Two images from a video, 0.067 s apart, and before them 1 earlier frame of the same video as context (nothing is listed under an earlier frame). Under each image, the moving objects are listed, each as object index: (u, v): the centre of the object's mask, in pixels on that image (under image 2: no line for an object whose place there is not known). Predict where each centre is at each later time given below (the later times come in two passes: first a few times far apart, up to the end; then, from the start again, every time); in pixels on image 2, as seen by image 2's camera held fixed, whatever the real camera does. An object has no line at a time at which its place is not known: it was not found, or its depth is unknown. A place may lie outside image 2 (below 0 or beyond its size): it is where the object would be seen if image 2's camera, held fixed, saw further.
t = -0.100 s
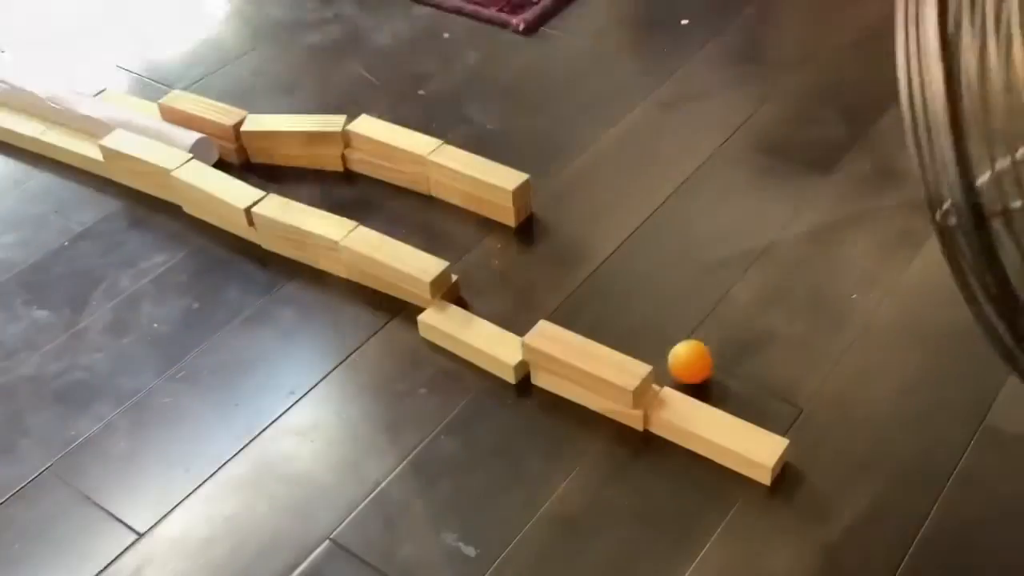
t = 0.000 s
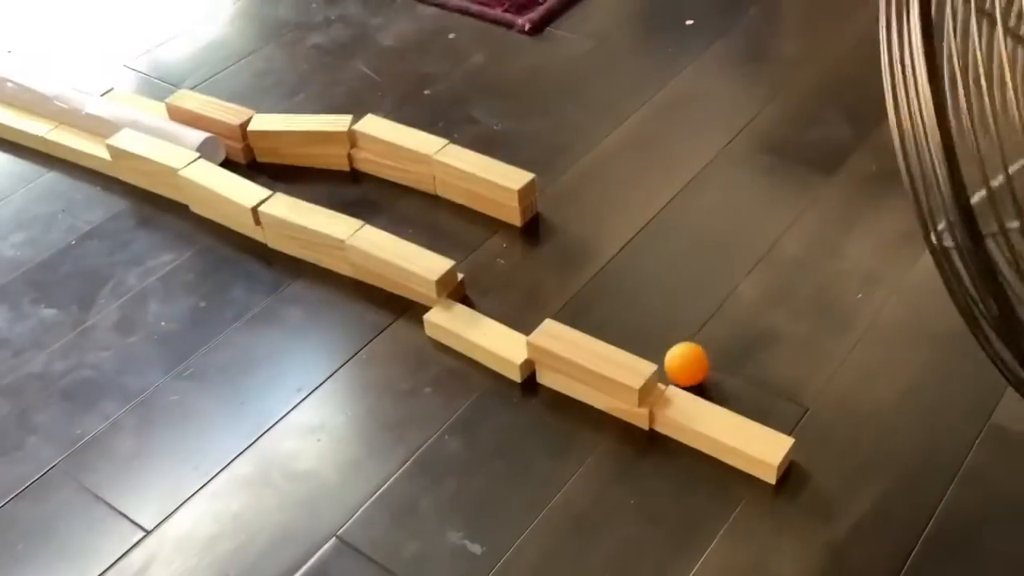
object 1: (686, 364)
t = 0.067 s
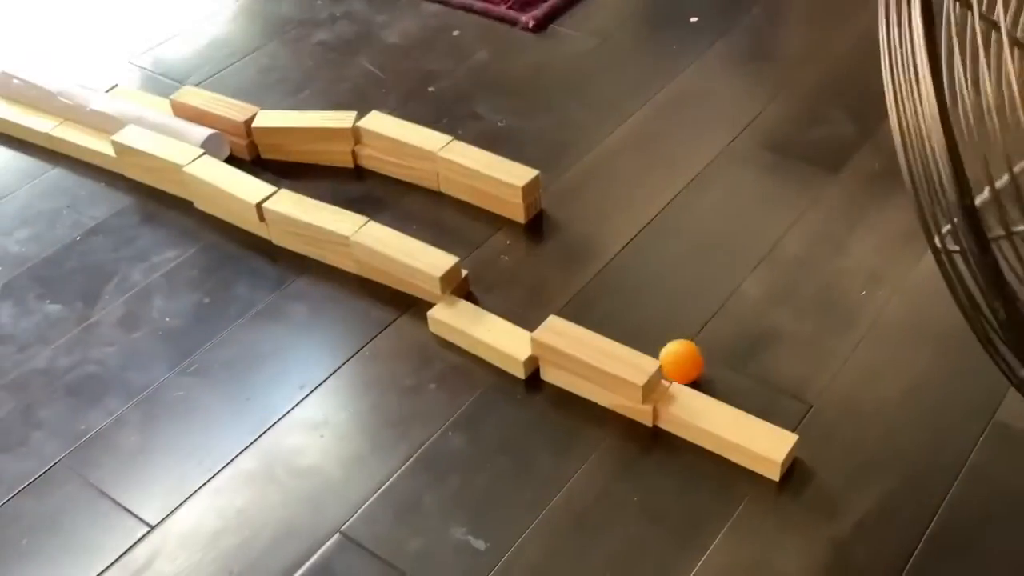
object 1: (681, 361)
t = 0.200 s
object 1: (659, 354)
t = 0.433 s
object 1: (601, 322)
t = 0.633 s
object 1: (546, 299)
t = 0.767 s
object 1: (508, 274)
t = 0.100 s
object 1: (677, 360)
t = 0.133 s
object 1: (672, 359)
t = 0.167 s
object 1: (666, 357)
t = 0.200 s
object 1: (659, 354)
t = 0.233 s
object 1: (649, 347)
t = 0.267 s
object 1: (643, 343)
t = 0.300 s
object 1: (635, 338)
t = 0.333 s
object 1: (626, 334)
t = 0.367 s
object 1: (619, 330)
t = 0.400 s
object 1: (610, 327)
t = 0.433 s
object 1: (601, 322)
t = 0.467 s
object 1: (592, 318)
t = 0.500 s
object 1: (584, 315)
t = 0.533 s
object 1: (575, 310)
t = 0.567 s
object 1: (565, 305)
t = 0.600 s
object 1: (554, 301)
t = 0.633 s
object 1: (546, 299)
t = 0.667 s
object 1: (536, 294)
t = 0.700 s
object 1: (527, 288)
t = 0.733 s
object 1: (518, 280)
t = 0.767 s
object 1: (508, 274)
